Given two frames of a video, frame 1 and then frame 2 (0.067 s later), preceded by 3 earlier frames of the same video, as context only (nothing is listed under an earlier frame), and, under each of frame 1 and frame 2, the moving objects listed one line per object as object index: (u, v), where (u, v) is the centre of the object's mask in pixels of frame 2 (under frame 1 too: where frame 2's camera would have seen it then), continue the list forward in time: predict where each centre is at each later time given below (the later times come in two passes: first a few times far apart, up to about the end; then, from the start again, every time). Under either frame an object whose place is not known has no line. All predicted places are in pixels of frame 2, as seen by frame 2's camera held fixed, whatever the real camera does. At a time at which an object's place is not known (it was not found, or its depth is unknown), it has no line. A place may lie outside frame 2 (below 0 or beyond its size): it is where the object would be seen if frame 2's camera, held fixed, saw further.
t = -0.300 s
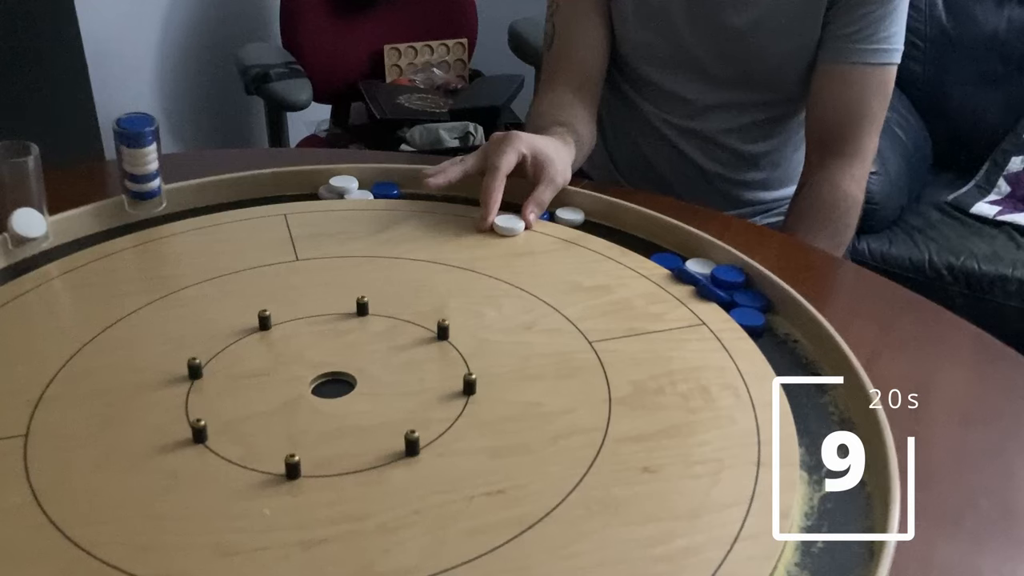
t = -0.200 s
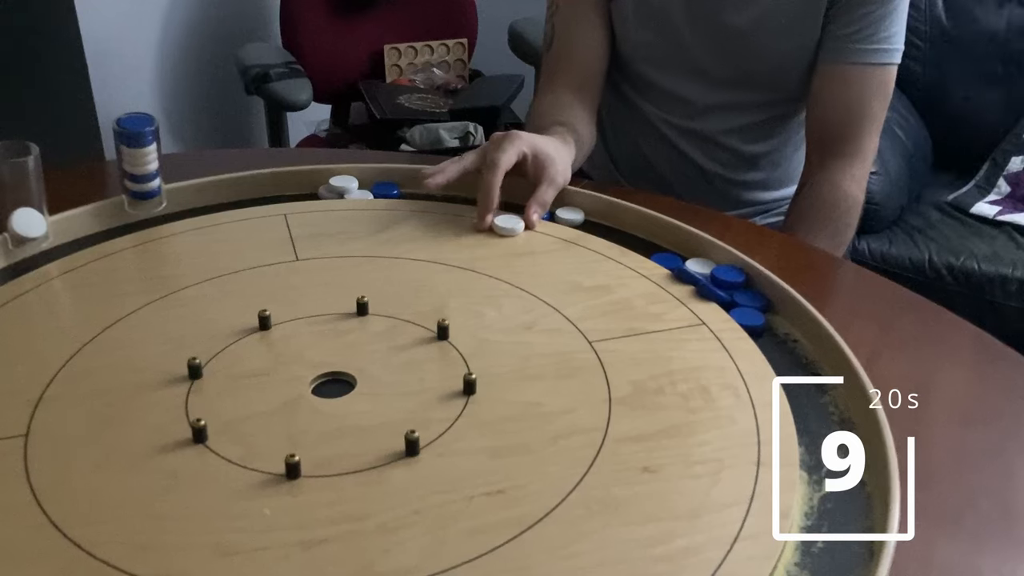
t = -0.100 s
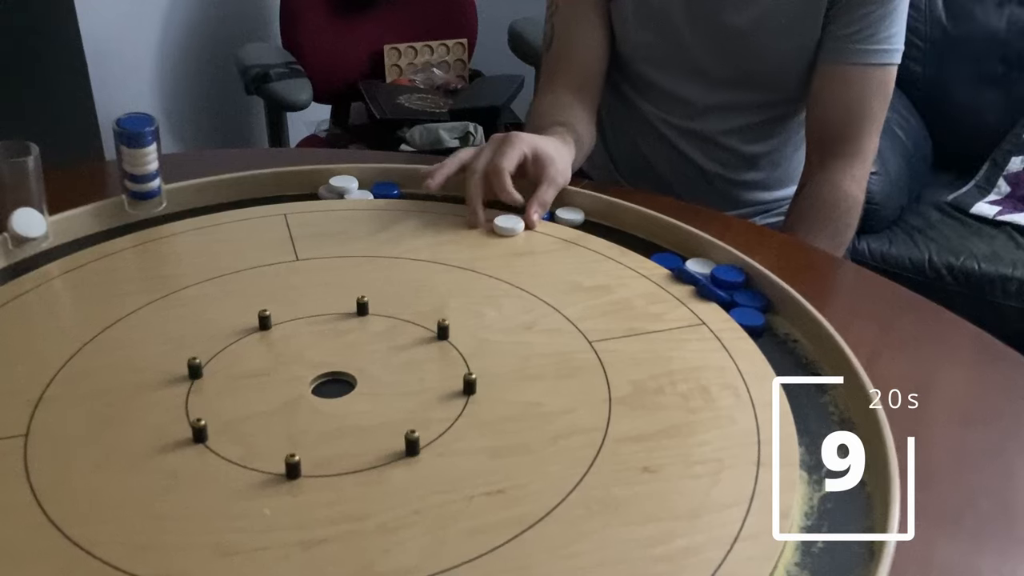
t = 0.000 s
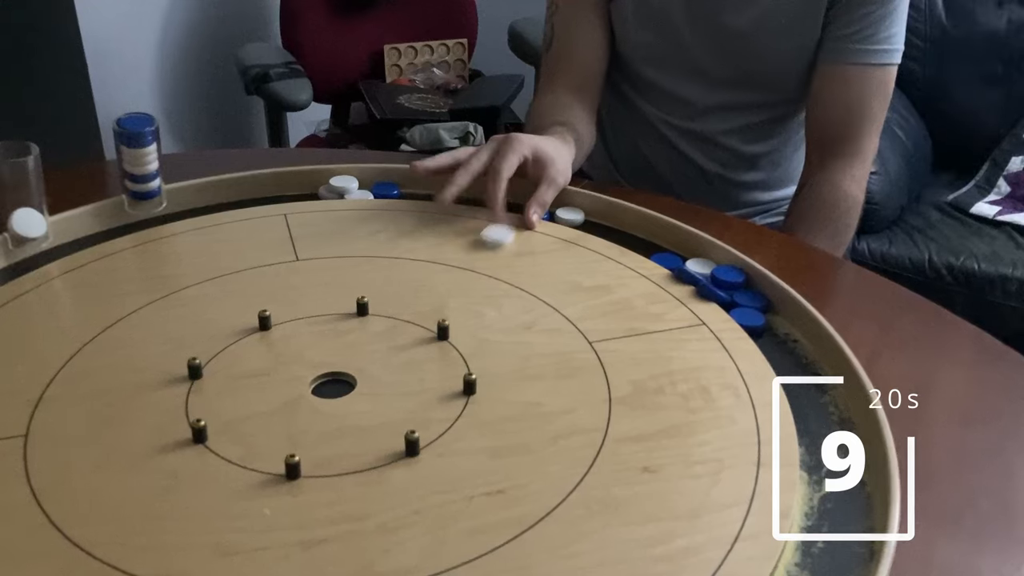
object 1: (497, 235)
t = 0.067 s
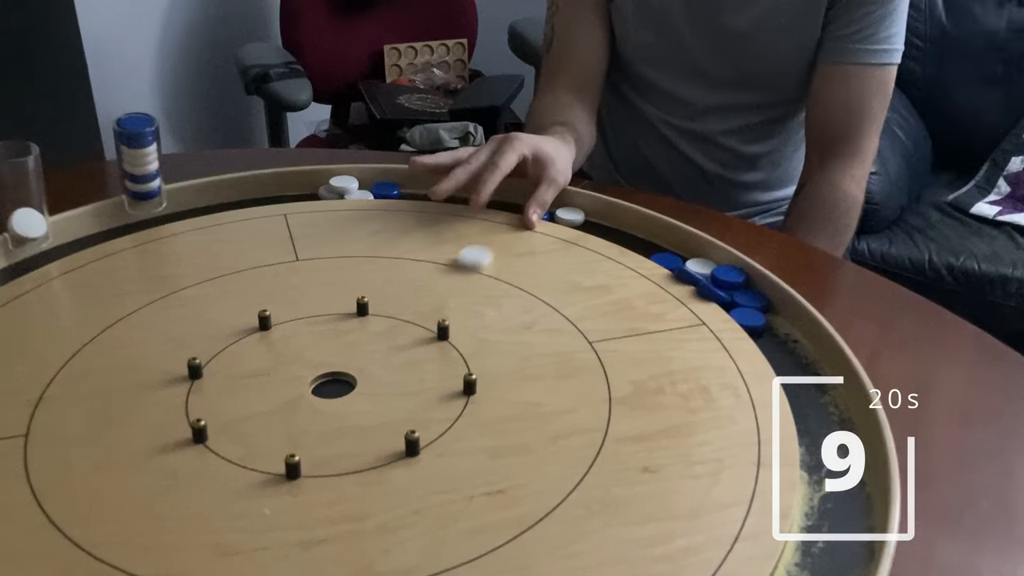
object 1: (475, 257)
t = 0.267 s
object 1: (407, 319)
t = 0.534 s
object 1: (346, 373)
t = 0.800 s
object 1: (333, 383)
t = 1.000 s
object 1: (333, 383)
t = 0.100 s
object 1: (463, 268)
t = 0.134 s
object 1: (452, 279)
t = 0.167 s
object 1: (441, 290)
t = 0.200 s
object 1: (430, 300)
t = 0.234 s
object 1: (418, 310)
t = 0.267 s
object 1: (407, 319)
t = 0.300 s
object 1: (397, 329)
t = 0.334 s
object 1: (387, 338)
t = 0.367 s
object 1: (378, 346)
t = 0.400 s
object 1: (370, 353)
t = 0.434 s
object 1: (362, 360)
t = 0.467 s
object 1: (356, 366)
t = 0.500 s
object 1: (351, 370)
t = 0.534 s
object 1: (346, 373)
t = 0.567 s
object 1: (341, 376)
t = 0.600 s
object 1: (336, 380)
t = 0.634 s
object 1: (332, 384)
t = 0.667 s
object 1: (332, 383)
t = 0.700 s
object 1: (333, 383)
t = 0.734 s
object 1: (333, 383)
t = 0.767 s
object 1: (333, 383)
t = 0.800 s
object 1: (333, 383)
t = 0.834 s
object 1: (333, 383)
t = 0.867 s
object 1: (333, 383)
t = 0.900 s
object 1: (333, 383)
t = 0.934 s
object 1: (333, 383)
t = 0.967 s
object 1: (333, 383)
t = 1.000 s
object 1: (333, 383)
